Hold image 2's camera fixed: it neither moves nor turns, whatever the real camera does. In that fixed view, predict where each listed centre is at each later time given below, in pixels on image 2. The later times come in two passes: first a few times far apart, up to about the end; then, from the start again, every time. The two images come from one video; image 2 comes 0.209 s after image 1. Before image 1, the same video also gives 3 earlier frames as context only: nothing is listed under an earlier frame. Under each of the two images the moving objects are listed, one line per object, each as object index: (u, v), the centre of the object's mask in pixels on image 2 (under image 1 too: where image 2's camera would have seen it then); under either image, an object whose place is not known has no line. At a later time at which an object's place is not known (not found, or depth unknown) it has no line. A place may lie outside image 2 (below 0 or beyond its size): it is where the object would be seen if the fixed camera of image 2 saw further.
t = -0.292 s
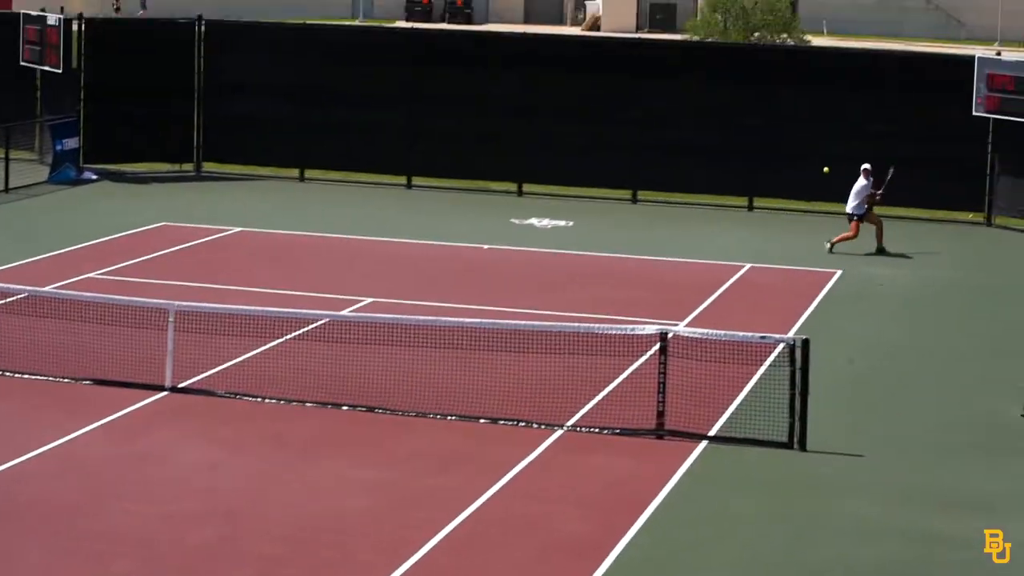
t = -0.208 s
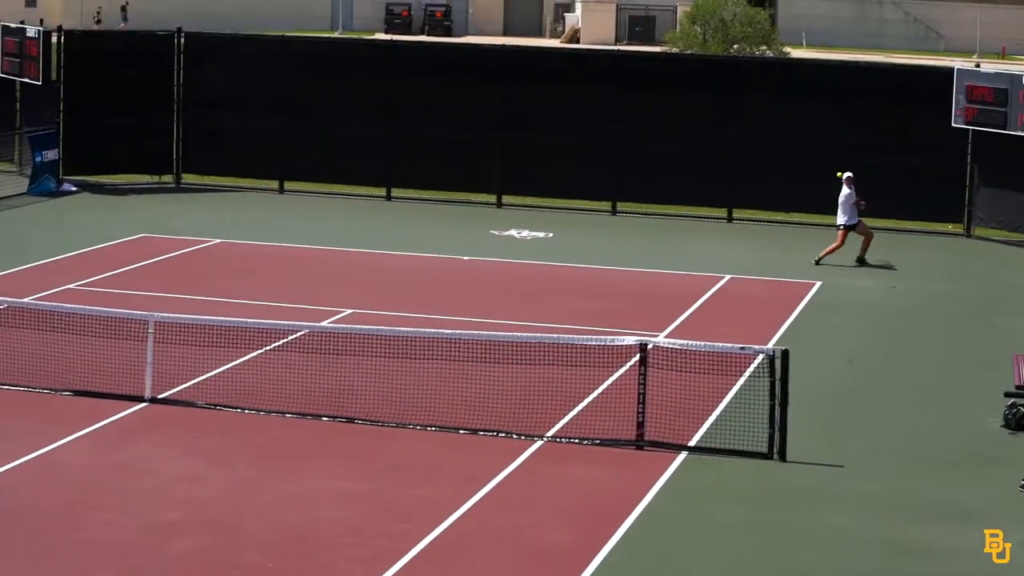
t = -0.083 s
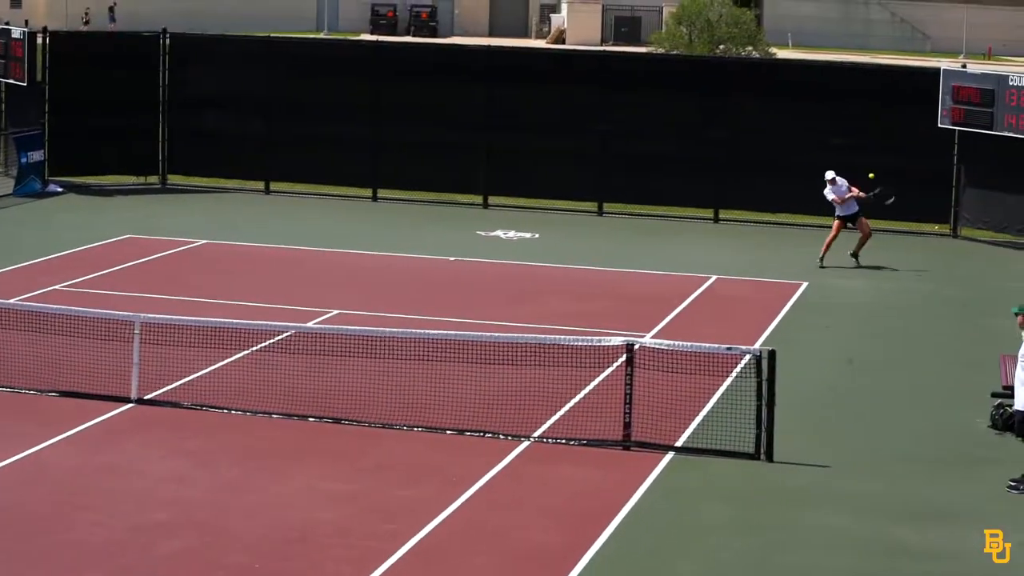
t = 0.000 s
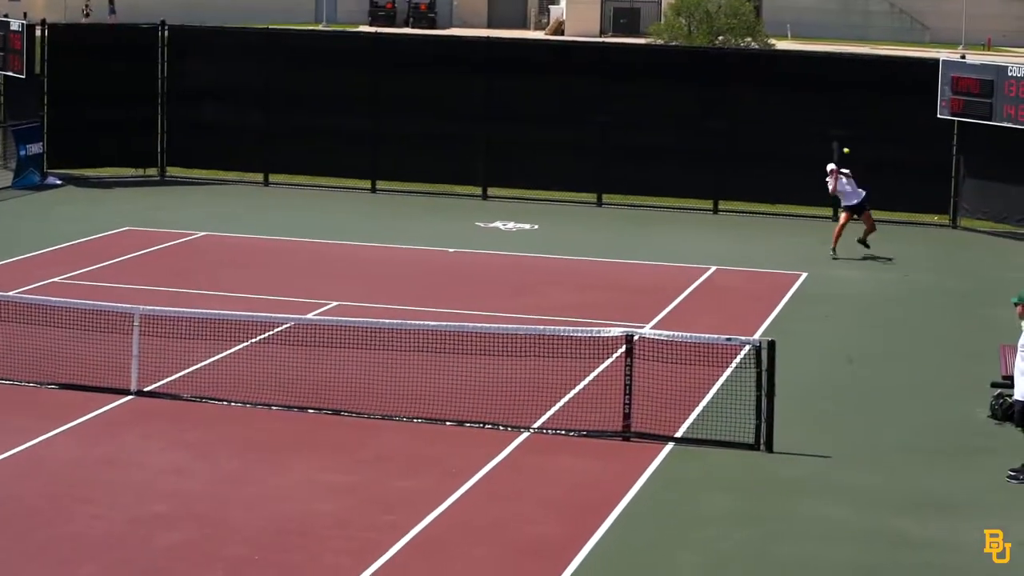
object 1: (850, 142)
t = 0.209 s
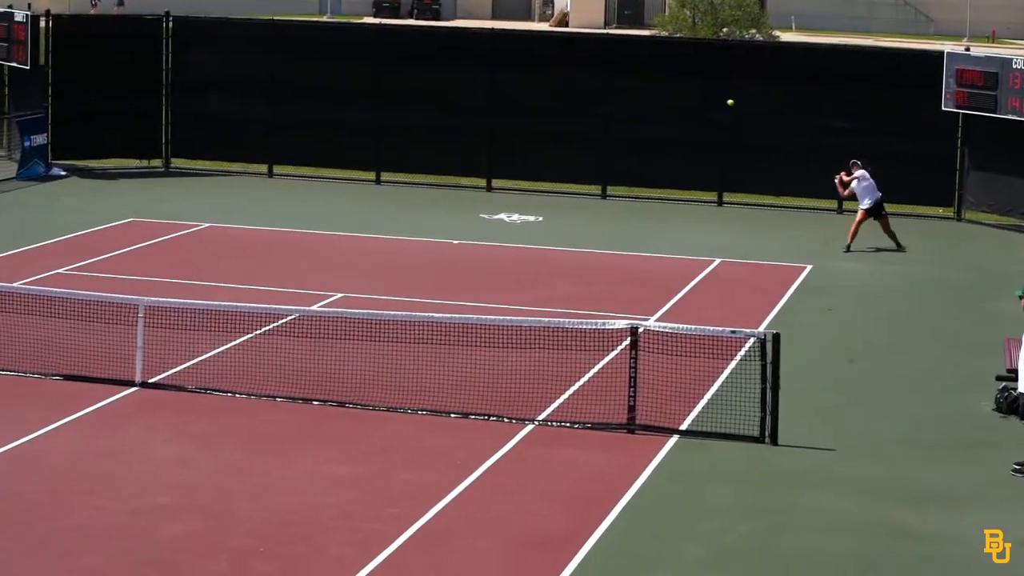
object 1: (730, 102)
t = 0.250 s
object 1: (704, 98)
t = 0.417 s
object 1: (598, 99)
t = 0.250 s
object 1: (704, 98)
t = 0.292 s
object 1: (678, 95)
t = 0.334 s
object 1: (652, 95)
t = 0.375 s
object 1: (625, 96)
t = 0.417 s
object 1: (598, 99)
